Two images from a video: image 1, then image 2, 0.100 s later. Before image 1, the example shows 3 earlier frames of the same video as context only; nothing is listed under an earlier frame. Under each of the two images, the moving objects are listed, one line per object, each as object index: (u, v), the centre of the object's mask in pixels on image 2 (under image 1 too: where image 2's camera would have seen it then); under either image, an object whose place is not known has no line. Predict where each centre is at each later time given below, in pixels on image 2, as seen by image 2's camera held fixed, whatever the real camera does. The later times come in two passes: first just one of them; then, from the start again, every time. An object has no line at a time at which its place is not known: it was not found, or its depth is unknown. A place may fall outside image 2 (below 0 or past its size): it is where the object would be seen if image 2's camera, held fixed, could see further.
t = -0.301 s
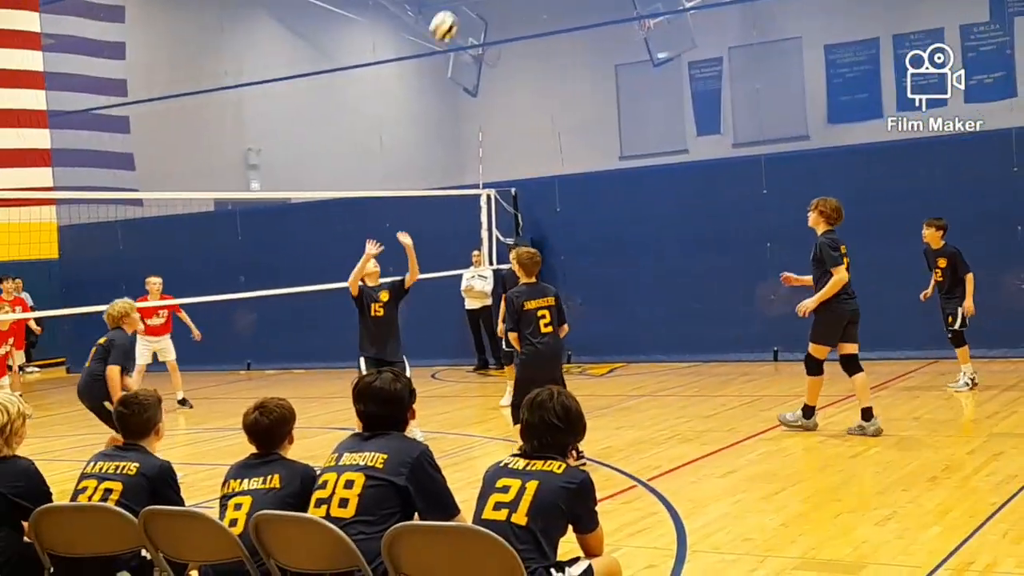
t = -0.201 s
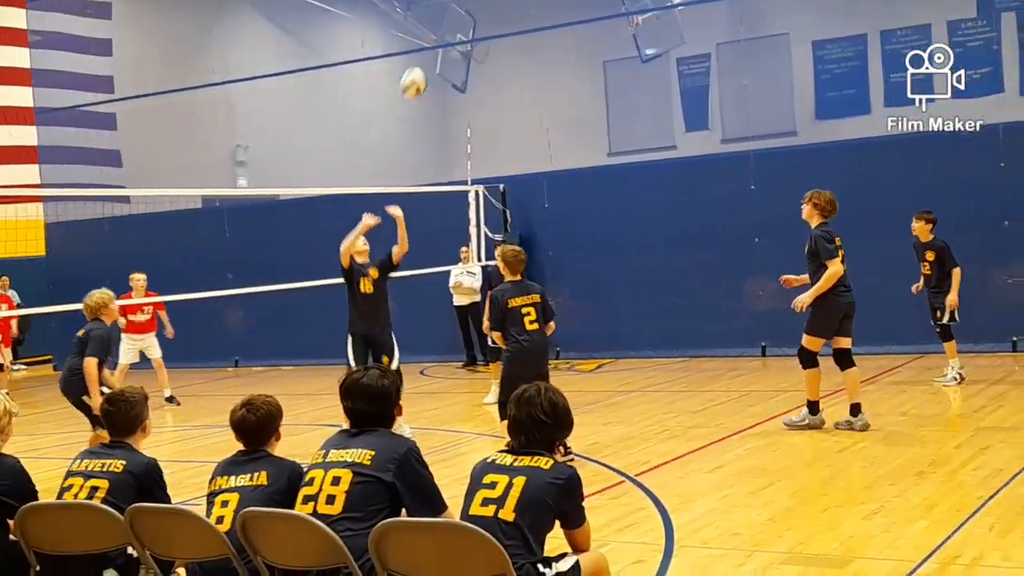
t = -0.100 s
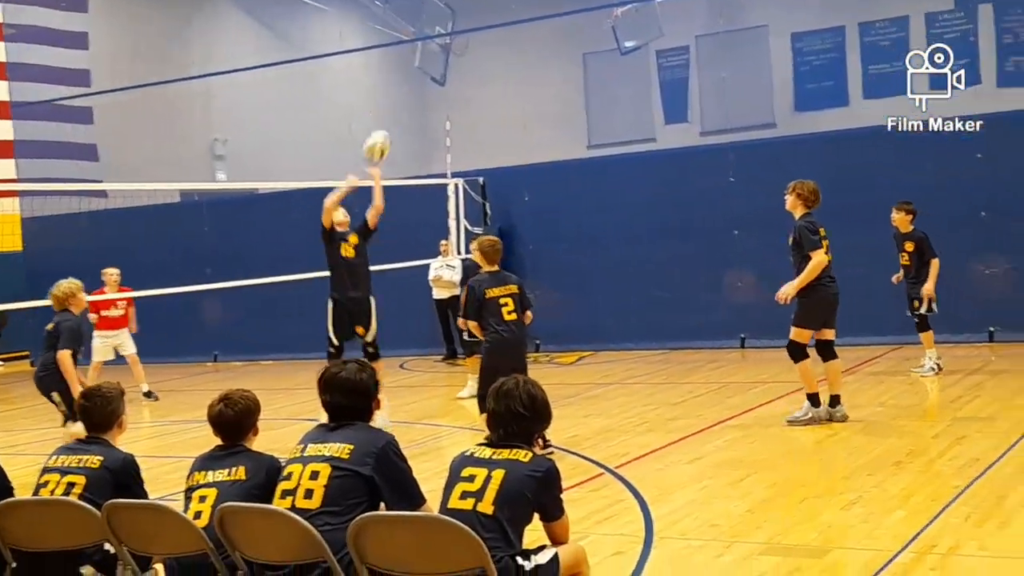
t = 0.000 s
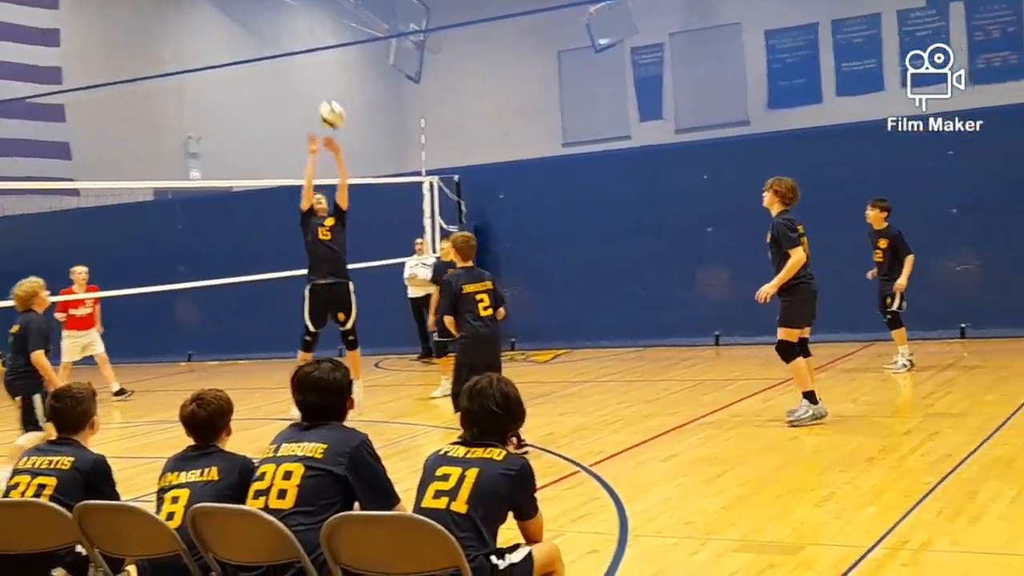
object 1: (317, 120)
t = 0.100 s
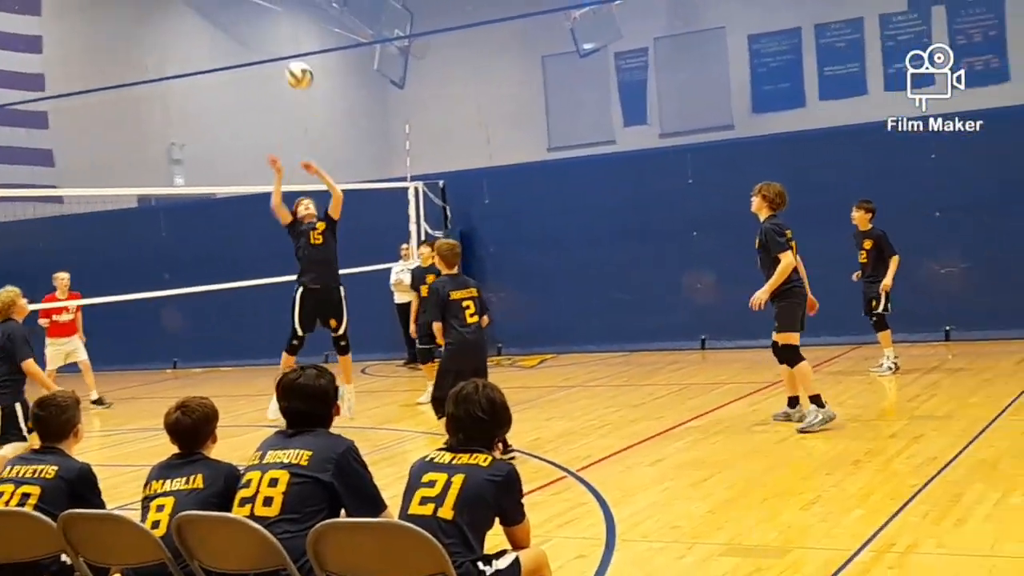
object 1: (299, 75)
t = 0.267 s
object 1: (271, 23)
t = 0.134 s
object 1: (293, 62)
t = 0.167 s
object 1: (288, 51)
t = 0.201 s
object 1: (282, 40)
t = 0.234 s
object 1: (277, 31)
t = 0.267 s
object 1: (271, 23)
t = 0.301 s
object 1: (266, 16)
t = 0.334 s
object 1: (261, 11)
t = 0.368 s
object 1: (257, 8)
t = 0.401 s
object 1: (251, 7)
